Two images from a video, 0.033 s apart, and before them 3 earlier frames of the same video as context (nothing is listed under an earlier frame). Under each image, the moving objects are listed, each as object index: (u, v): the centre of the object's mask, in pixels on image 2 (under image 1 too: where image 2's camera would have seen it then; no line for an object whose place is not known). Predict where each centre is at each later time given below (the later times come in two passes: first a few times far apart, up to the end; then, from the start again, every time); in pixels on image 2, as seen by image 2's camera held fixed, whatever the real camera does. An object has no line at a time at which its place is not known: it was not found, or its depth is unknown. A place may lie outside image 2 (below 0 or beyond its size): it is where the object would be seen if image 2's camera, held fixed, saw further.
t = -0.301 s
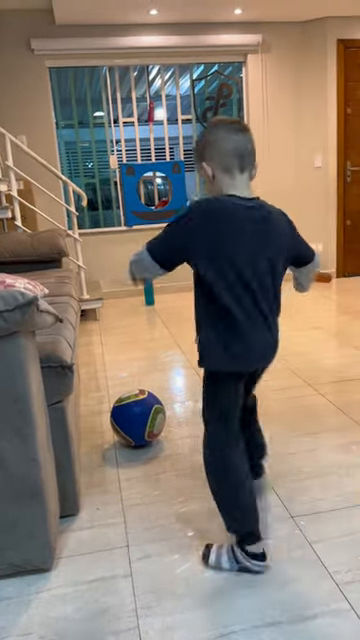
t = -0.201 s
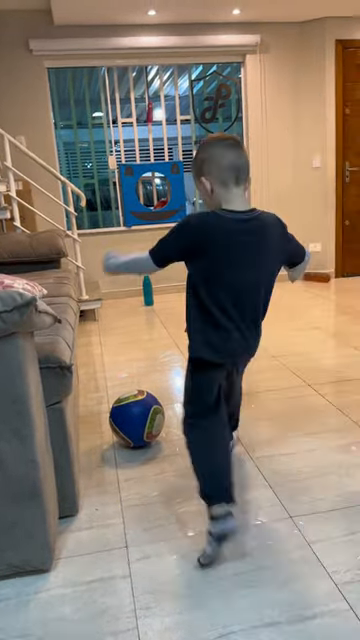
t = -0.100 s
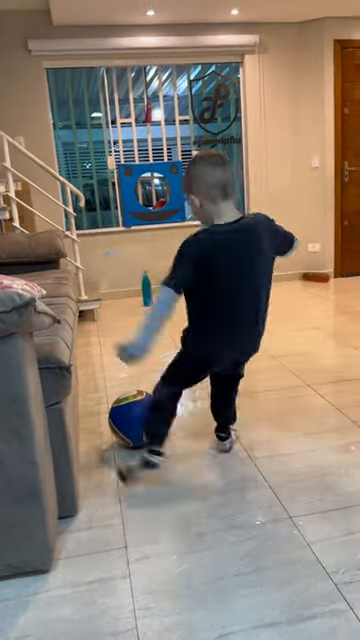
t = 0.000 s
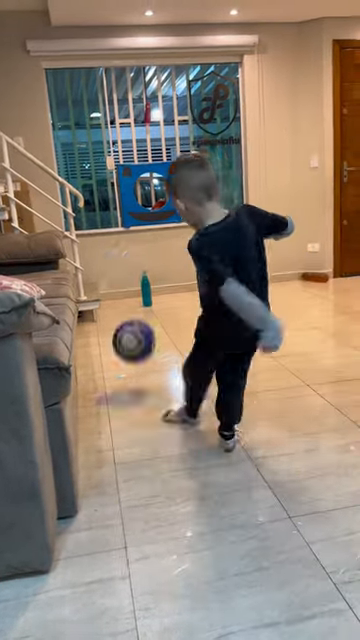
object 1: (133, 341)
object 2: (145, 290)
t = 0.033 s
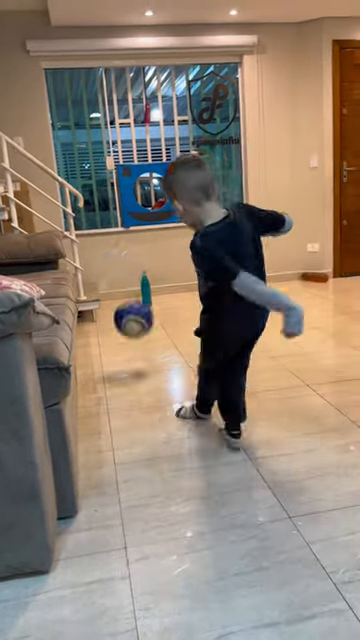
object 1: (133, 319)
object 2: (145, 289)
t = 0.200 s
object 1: (134, 265)
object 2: (146, 291)
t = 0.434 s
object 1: (135, 274)
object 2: (151, 292)
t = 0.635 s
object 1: (121, 302)
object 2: (166, 300)
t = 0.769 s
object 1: (106, 298)
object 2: (173, 300)
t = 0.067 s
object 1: (133, 301)
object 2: (145, 280)
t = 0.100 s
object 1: (132, 287)
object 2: (148, 299)
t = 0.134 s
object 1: (133, 278)
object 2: (146, 296)
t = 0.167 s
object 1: (133, 269)
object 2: (146, 292)
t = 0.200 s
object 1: (134, 265)
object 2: (146, 291)
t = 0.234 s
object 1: (134, 262)
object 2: (146, 291)
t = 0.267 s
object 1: (134, 261)
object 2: (146, 290)
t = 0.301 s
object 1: (134, 259)
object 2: (146, 290)
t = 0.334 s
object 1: (134, 262)
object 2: (147, 290)
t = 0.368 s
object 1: (138, 269)
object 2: (147, 291)
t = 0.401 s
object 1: (138, 272)
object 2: (149, 291)
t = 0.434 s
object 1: (135, 274)
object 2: (151, 292)
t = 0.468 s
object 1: (133, 278)
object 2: (154, 294)
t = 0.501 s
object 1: (131, 283)
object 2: (157, 295)
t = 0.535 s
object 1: (129, 290)
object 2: (158, 296)
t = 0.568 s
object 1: (127, 298)
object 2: (161, 299)
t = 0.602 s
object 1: (124, 306)
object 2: (164, 298)
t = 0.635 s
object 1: (121, 302)
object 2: (166, 300)
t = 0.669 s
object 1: (117, 299)
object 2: (168, 301)
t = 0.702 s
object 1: (114, 297)
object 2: (169, 301)
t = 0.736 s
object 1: (110, 296)
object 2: (171, 300)
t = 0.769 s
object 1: (106, 298)
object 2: (173, 300)
